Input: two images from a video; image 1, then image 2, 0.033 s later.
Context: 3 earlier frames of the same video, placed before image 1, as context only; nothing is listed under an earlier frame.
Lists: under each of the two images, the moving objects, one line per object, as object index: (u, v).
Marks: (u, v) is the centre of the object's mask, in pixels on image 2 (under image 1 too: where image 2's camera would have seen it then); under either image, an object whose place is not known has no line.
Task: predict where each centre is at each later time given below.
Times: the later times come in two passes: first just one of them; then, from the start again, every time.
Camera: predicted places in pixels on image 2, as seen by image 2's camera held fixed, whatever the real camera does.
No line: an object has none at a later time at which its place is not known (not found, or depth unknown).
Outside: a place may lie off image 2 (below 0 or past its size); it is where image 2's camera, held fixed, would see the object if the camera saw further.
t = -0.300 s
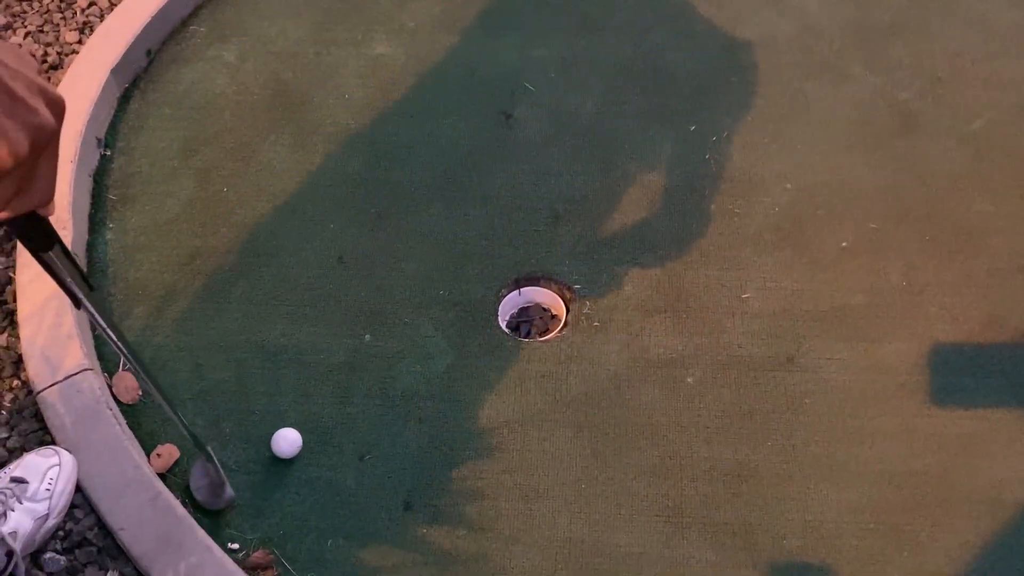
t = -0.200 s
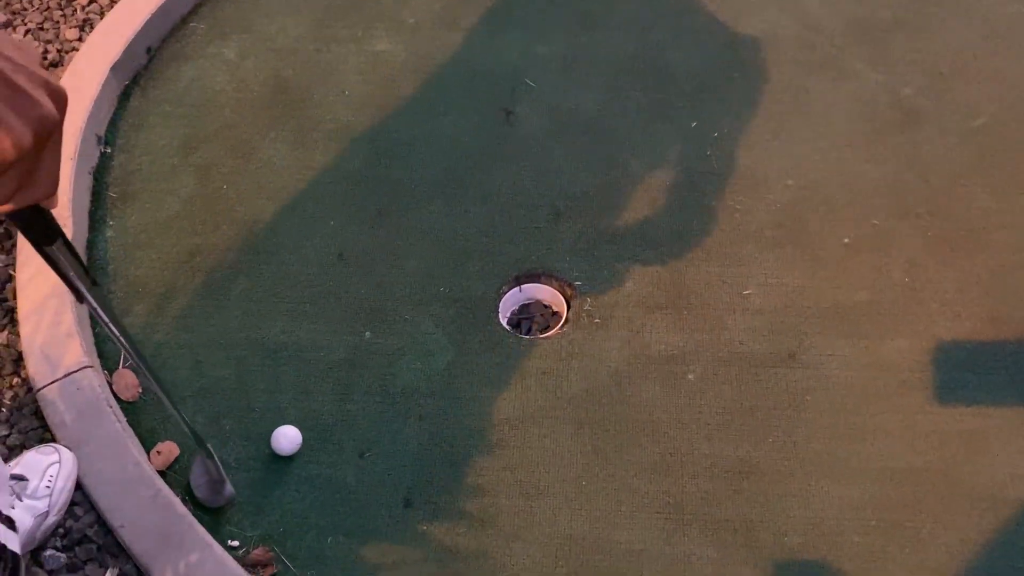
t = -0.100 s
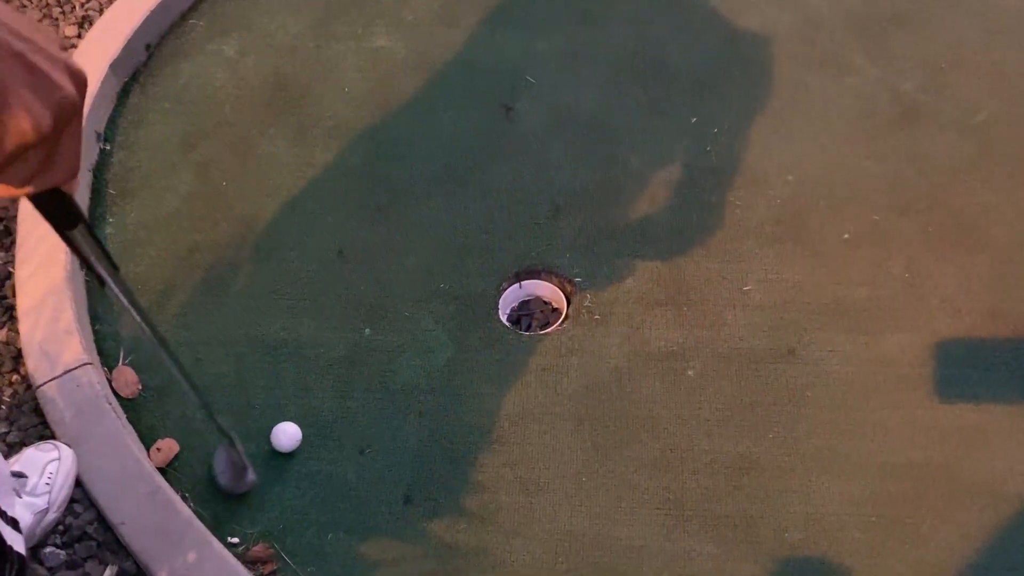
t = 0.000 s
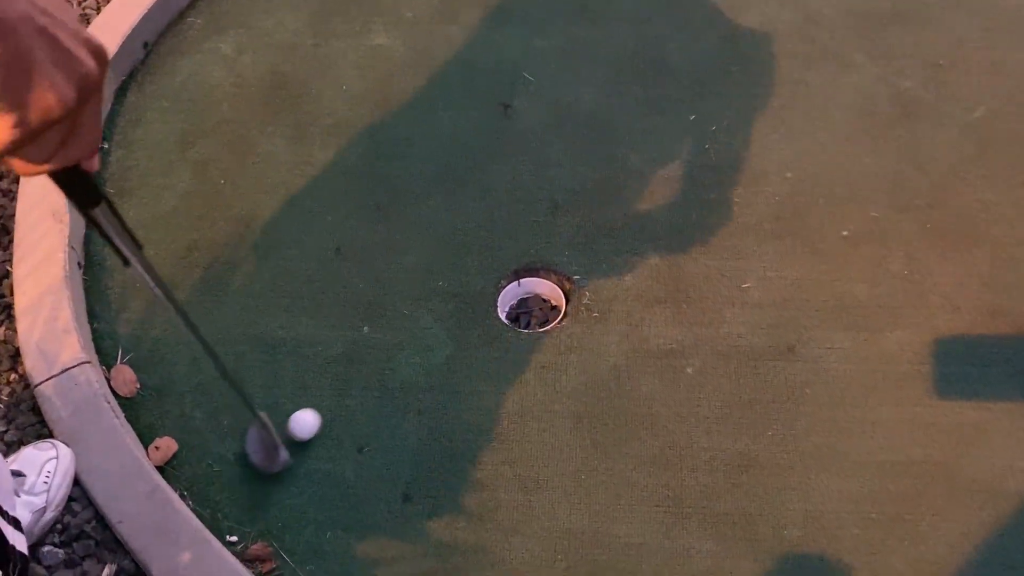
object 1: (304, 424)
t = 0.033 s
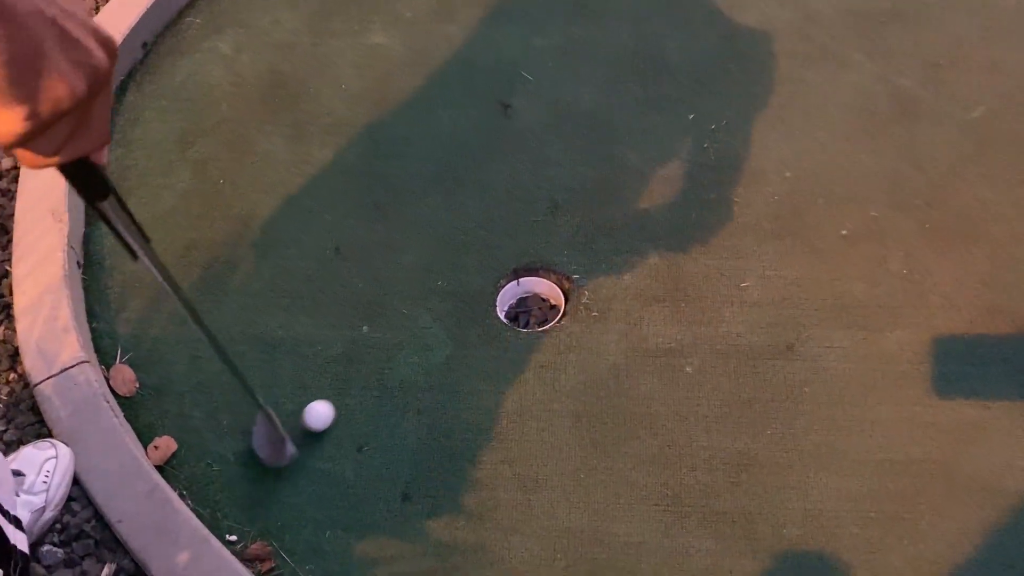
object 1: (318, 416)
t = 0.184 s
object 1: (375, 384)
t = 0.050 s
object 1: (325, 412)
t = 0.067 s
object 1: (332, 408)
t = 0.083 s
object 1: (339, 405)
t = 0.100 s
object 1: (345, 401)
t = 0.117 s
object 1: (351, 397)
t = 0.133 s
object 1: (357, 394)
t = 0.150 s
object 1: (363, 391)
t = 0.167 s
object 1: (369, 388)
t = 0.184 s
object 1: (375, 384)
